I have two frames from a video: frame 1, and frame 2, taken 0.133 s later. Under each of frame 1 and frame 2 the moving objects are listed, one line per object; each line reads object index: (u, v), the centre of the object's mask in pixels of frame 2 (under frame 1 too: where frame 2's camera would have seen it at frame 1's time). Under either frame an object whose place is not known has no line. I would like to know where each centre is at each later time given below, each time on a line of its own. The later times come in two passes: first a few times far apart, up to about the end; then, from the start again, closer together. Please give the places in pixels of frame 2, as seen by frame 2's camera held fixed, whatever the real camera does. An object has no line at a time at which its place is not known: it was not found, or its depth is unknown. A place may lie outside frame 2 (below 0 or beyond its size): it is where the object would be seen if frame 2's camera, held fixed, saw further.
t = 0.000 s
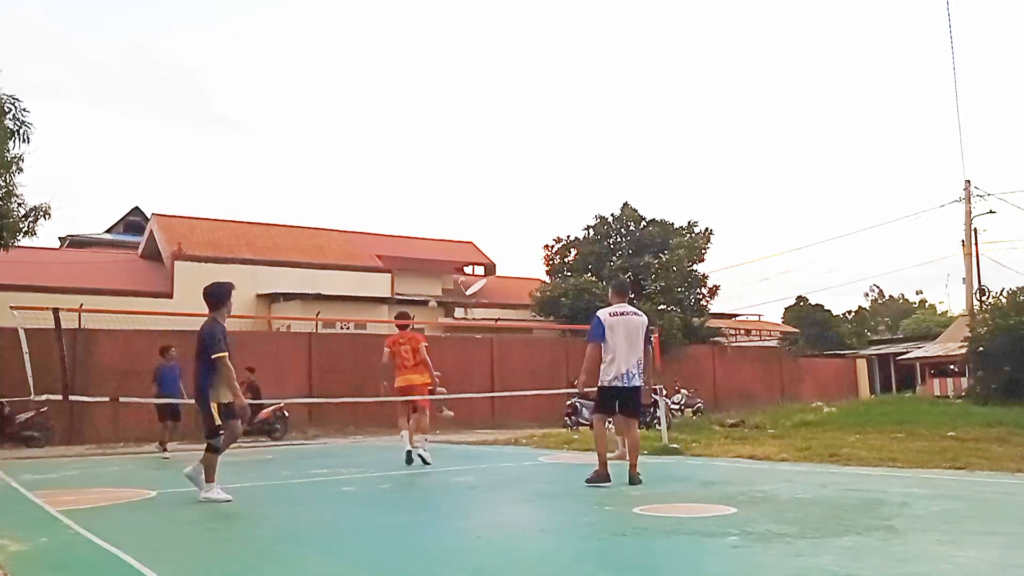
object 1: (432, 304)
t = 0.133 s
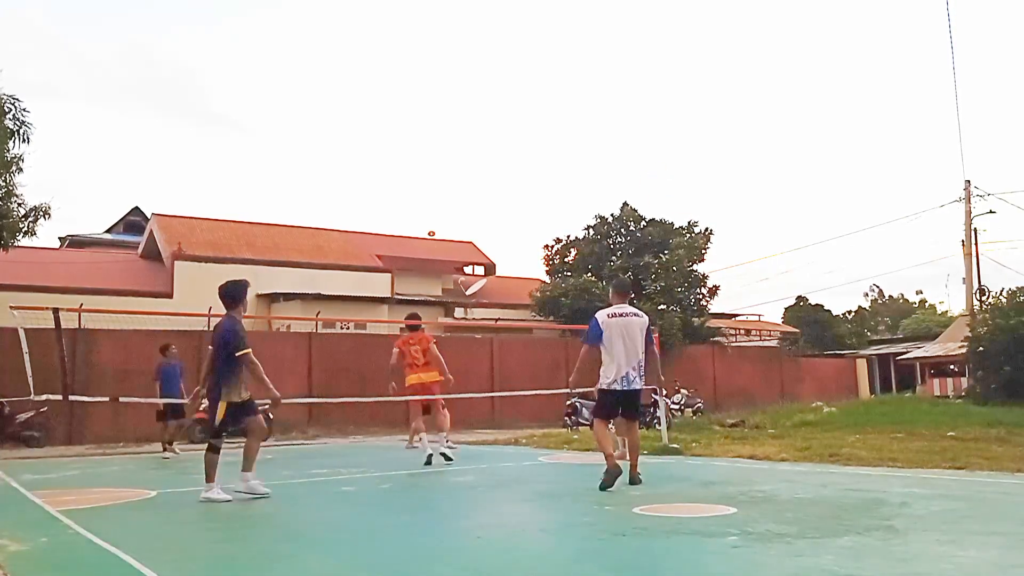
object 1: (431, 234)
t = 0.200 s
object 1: (431, 201)
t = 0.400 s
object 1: (429, 119)
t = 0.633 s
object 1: (428, 51)
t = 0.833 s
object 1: (427, 18)
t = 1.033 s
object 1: (426, 12)
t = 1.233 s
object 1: (426, 36)
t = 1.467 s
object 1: (426, 111)
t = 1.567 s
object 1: (426, 162)
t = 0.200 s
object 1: (431, 201)
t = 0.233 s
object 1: (430, 186)
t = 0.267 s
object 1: (430, 172)
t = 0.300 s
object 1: (430, 158)
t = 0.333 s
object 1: (429, 144)
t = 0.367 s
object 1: (429, 132)
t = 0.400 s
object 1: (429, 119)
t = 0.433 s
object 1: (429, 107)
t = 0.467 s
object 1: (428, 97)
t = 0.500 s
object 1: (428, 86)
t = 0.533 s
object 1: (428, 77)
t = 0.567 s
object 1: (428, 67)
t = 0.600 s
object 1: (428, 59)
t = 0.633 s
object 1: (428, 51)
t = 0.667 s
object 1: (427, 44)
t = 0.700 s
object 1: (427, 38)
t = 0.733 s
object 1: (427, 32)
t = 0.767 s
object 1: (427, 26)
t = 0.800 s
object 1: (427, 22)
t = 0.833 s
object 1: (427, 18)
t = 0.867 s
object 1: (426, 15)
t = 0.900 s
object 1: (426, 13)
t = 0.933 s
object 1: (426, 11)
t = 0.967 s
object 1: (426, 11)
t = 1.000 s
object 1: (426, 11)
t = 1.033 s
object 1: (426, 12)
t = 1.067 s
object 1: (426, 13)
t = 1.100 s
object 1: (426, 16)
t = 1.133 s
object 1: (426, 19)
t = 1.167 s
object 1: (426, 24)
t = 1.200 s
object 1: (426, 29)
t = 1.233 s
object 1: (426, 36)
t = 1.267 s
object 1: (426, 43)
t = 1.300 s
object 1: (426, 52)
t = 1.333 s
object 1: (426, 61)
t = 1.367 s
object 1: (426, 72)
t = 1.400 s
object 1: (426, 84)
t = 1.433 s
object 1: (426, 97)
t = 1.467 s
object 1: (426, 111)
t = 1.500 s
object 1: (426, 126)
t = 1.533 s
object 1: (426, 144)
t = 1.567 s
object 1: (426, 162)
